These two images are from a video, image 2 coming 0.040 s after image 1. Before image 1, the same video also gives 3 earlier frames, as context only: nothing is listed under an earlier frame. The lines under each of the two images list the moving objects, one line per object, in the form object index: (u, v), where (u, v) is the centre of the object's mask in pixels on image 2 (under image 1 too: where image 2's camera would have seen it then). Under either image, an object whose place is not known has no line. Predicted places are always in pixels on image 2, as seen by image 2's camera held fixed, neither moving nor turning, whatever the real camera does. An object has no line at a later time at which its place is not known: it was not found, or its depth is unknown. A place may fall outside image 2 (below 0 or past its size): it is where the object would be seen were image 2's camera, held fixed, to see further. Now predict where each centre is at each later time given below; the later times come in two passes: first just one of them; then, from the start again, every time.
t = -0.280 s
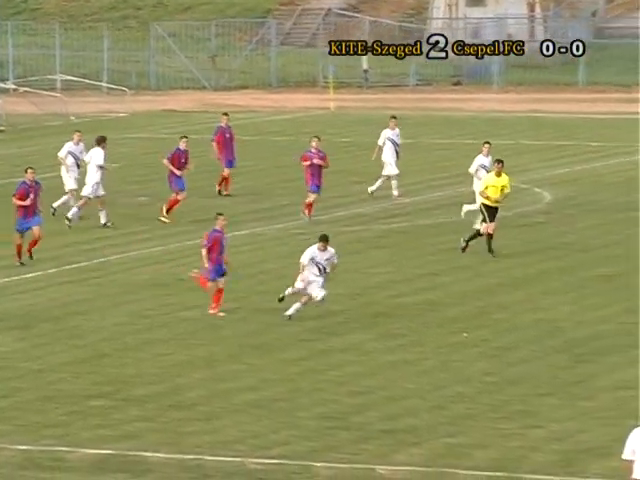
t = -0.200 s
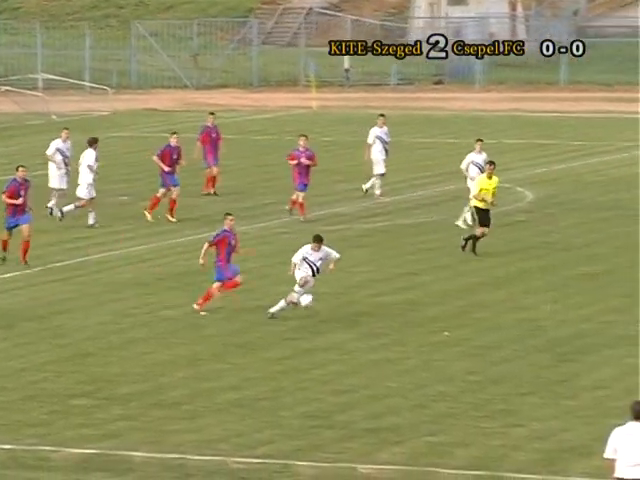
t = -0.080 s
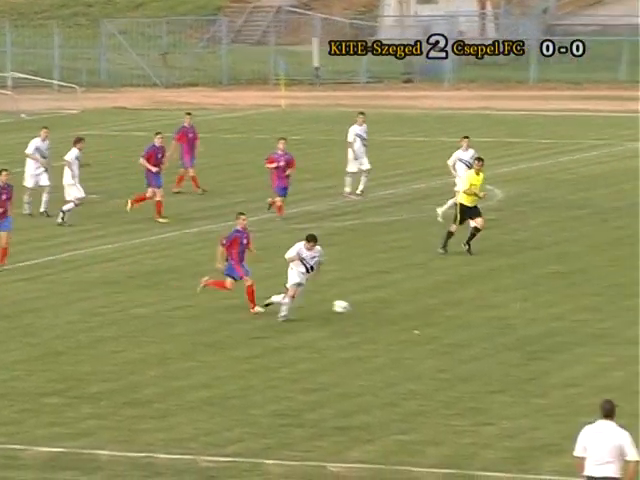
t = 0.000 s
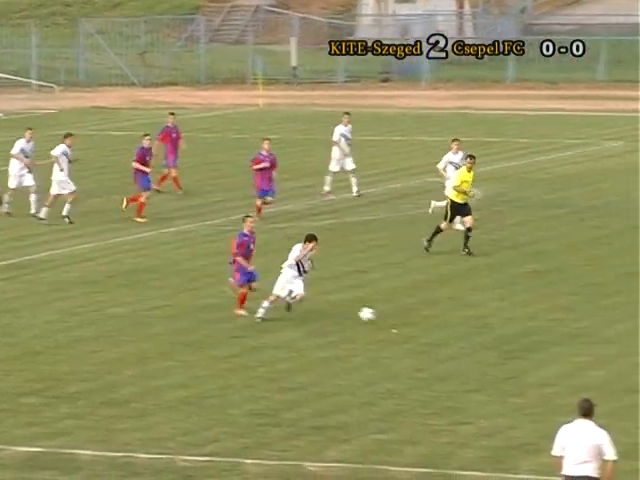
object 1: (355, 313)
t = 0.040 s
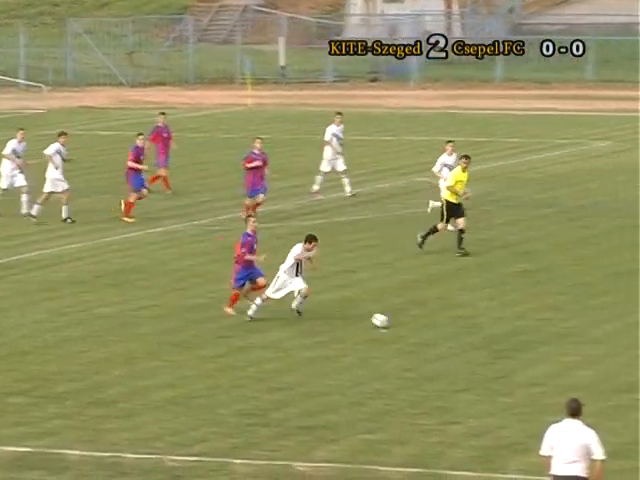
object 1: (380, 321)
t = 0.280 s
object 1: (488, 324)
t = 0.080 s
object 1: (400, 322)
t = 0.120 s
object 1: (417, 320)
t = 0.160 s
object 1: (435, 320)
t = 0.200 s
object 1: (453, 320)
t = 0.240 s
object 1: (471, 321)
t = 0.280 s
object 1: (488, 324)
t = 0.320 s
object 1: (506, 328)
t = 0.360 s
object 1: (524, 332)
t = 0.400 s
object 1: (538, 330)
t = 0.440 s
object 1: (551, 328)
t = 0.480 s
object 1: (566, 328)
